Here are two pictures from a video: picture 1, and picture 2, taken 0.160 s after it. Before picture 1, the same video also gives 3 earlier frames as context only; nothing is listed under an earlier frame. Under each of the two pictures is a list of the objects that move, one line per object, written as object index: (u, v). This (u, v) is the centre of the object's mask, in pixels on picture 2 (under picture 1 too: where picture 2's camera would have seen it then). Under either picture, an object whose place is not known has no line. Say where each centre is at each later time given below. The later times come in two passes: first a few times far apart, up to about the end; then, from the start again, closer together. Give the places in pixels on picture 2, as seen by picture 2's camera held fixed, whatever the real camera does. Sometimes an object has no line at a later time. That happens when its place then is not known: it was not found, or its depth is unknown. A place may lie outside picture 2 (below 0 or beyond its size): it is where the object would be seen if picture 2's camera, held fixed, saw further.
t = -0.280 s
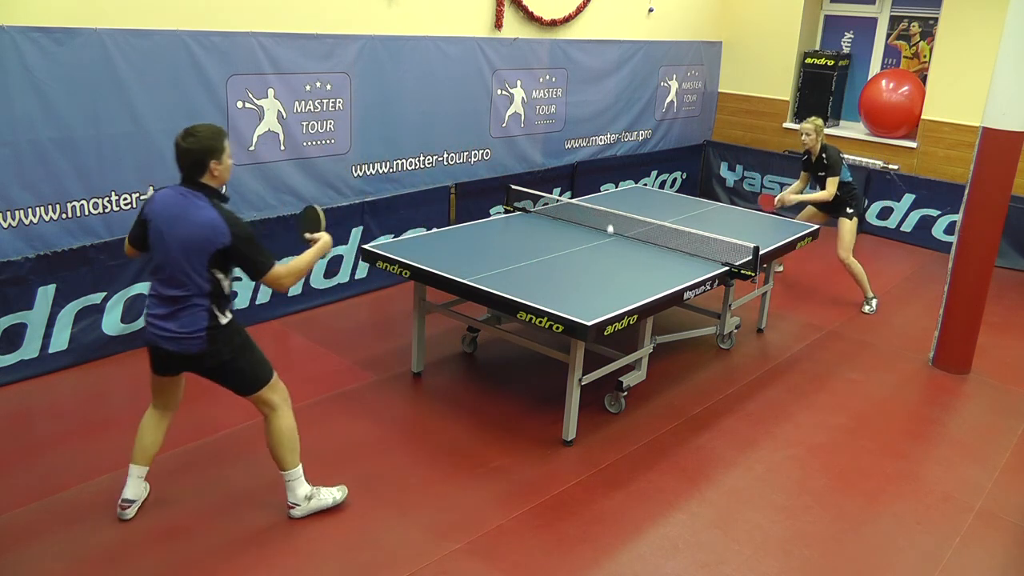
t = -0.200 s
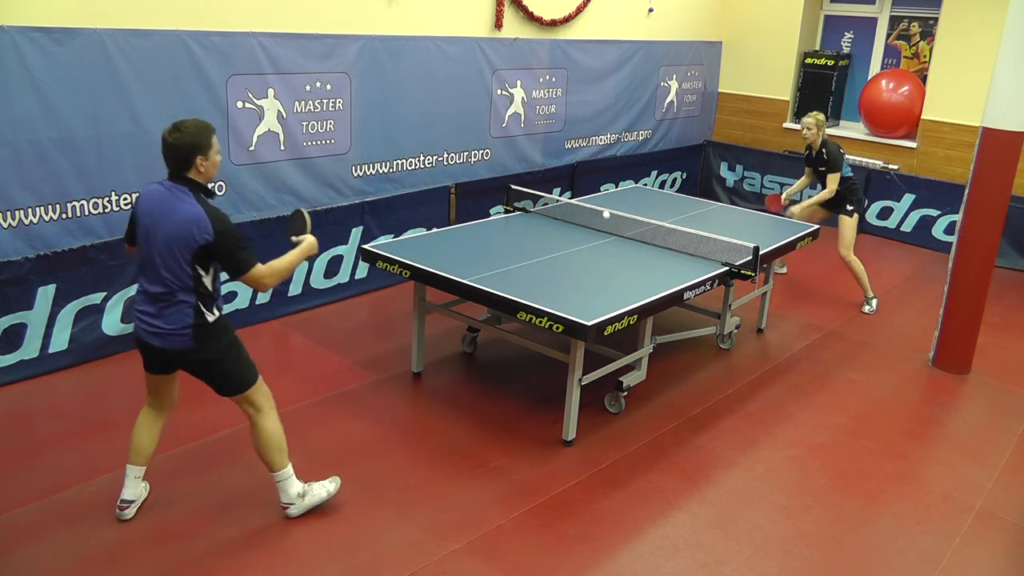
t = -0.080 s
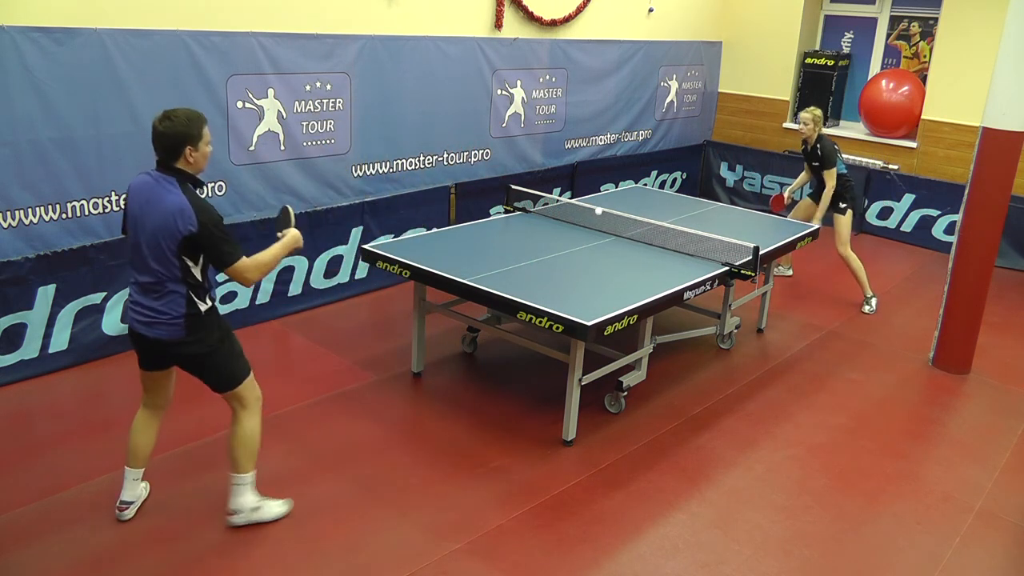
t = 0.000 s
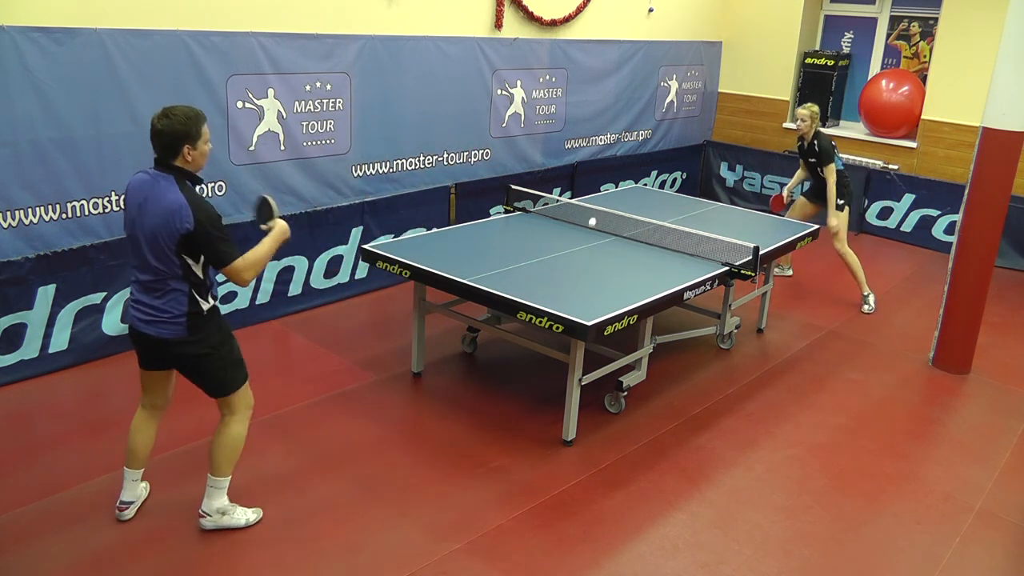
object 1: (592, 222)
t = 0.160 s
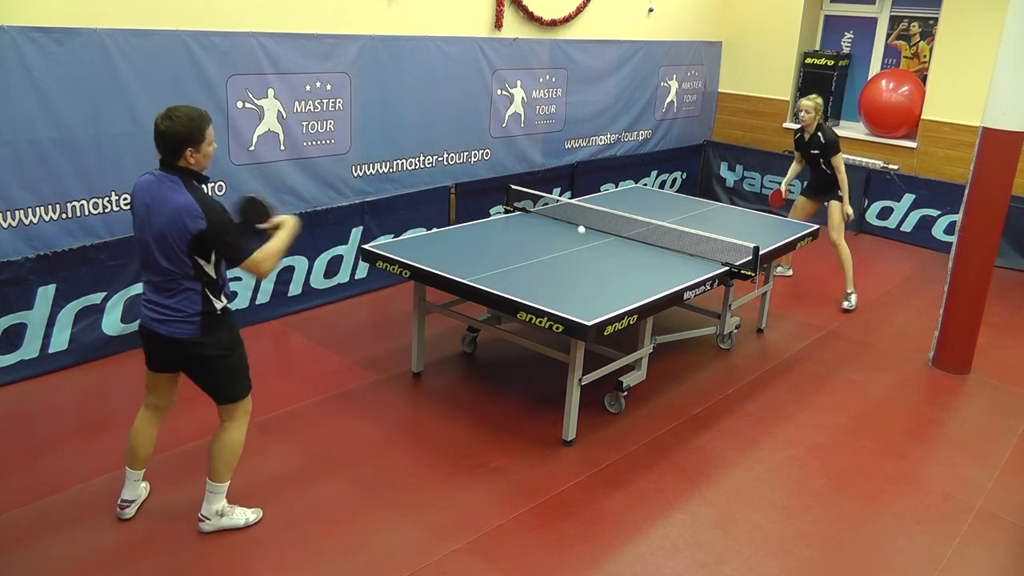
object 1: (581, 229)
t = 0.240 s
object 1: (576, 224)
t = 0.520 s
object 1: (558, 240)
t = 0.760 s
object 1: (540, 266)
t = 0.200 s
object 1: (579, 225)
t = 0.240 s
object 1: (576, 224)
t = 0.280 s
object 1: (573, 225)
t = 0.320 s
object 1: (571, 229)
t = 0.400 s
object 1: (565, 246)
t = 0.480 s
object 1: (560, 245)
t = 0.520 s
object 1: (558, 240)
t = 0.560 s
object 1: (555, 238)
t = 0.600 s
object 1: (553, 238)
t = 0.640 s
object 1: (550, 242)
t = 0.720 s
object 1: (544, 257)
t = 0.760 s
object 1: (540, 266)
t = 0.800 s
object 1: (538, 258)
